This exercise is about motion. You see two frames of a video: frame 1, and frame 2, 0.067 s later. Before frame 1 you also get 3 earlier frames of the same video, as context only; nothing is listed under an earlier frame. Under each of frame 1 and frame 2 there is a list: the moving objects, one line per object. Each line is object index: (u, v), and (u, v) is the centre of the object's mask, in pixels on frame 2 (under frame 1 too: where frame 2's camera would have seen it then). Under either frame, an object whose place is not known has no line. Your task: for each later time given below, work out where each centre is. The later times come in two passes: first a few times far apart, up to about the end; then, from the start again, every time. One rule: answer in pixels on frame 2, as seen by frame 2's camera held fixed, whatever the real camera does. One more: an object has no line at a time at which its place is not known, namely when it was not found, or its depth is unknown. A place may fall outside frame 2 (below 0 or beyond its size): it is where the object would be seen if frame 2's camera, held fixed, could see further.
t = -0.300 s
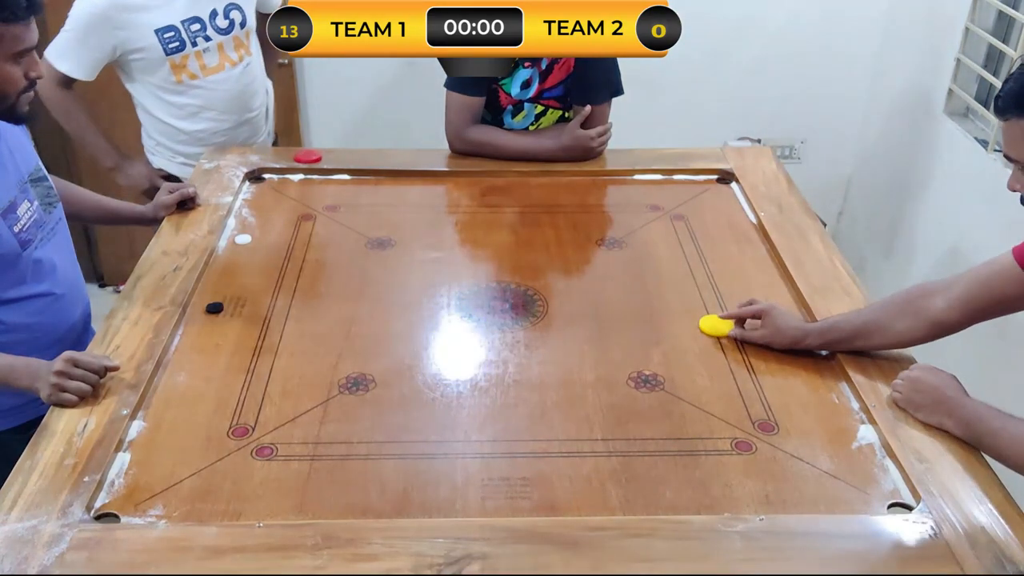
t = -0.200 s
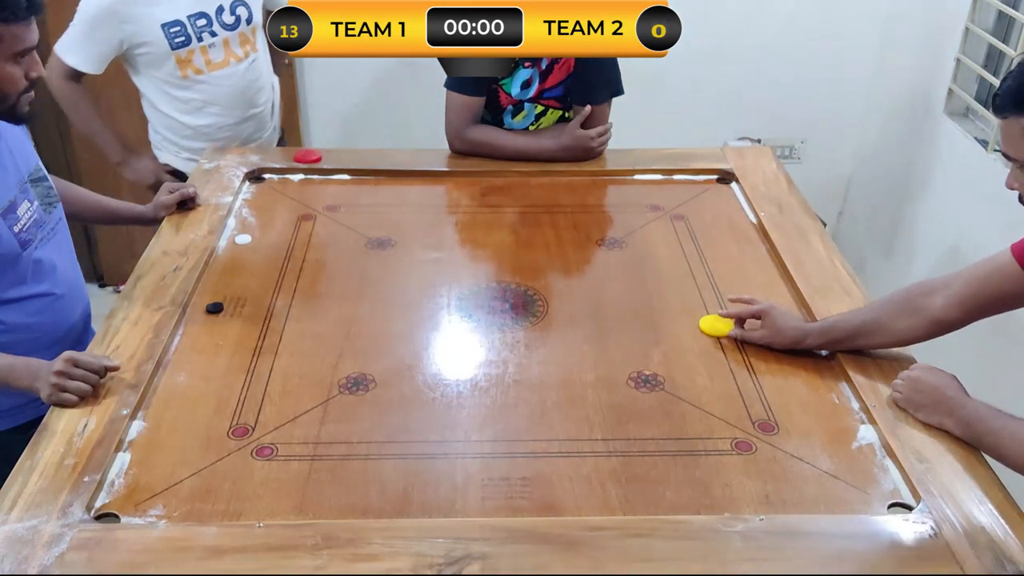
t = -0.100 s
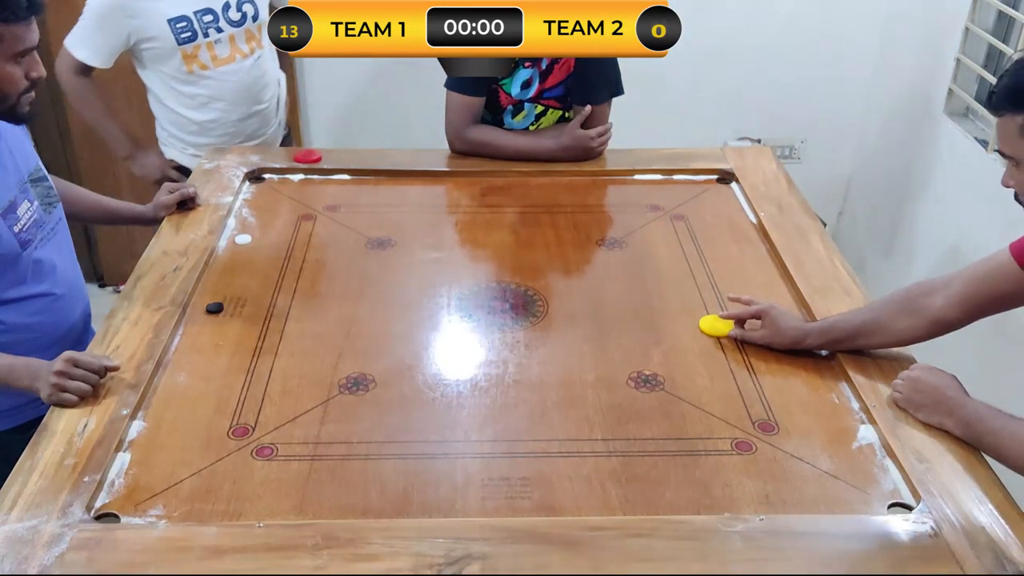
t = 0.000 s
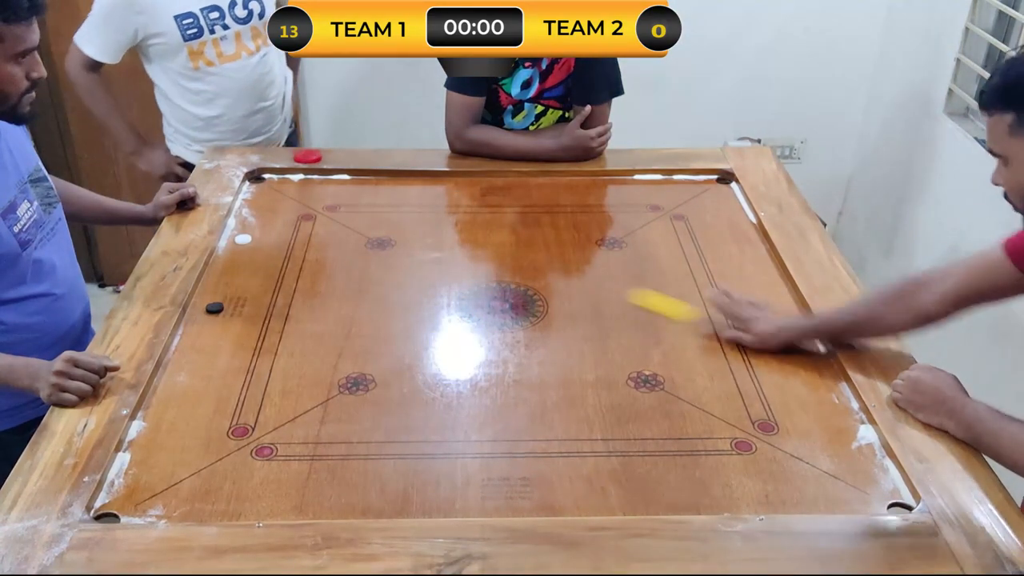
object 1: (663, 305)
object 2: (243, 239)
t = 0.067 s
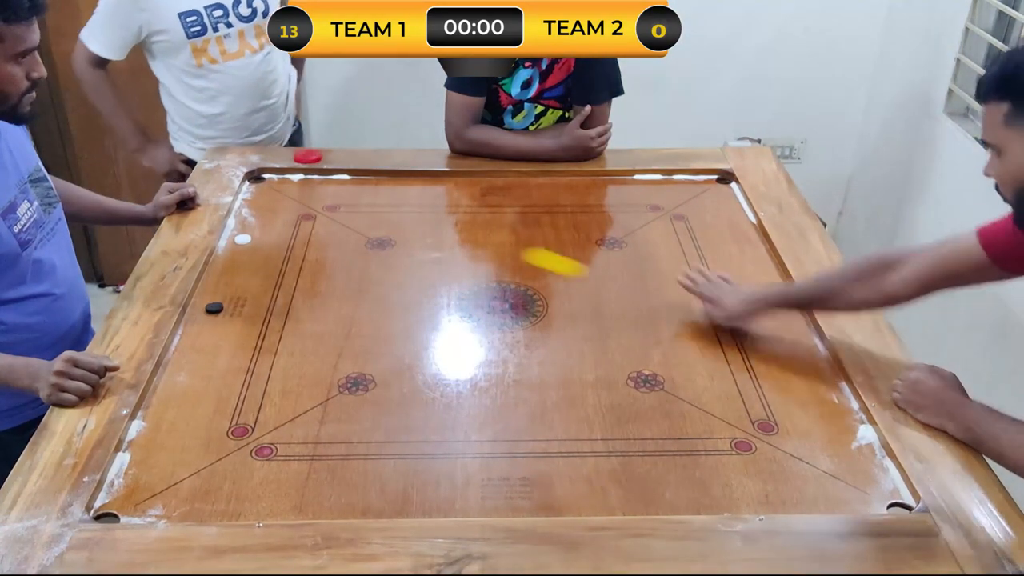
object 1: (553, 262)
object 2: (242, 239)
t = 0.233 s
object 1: (344, 181)
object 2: (243, 239)
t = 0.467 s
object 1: (247, 228)
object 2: (241, 244)
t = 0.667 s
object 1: (238, 269)
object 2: (213, 300)
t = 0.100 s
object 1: (506, 244)
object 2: (243, 239)
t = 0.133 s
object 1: (463, 227)
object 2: (243, 239)
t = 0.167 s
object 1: (421, 211)
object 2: (243, 239)
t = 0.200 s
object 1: (381, 195)
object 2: (243, 239)
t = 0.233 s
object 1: (344, 181)
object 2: (243, 239)
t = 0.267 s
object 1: (312, 177)
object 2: (243, 239)
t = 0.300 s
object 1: (274, 178)
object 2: (243, 239)
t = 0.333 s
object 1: (257, 185)
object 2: (242, 239)
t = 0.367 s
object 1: (255, 195)
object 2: (242, 239)
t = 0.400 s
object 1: (252, 207)
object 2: (242, 239)
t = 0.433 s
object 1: (249, 219)
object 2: (242, 239)
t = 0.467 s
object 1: (247, 228)
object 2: (241, 244)
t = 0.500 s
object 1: (245, 236)
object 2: (233, 261)
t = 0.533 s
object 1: (243, 242)
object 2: (225, 280)
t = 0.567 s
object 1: (241, 249)
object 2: (217, 299)
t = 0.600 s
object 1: (240, 256)
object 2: (215, 299)
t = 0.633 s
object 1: (239, 263)
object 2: (214, 299)
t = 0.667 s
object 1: (238, 269)
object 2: (213, 300)
